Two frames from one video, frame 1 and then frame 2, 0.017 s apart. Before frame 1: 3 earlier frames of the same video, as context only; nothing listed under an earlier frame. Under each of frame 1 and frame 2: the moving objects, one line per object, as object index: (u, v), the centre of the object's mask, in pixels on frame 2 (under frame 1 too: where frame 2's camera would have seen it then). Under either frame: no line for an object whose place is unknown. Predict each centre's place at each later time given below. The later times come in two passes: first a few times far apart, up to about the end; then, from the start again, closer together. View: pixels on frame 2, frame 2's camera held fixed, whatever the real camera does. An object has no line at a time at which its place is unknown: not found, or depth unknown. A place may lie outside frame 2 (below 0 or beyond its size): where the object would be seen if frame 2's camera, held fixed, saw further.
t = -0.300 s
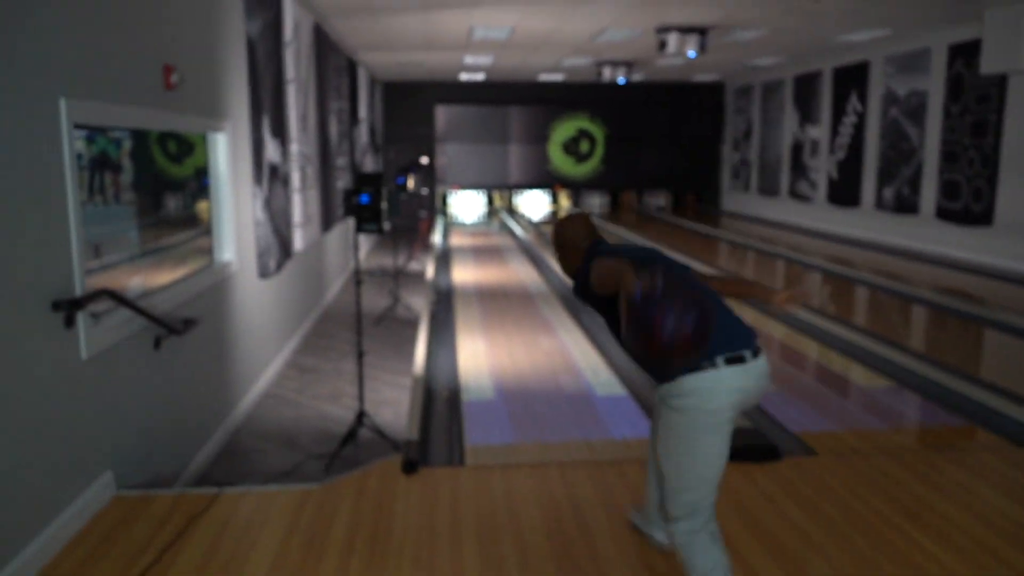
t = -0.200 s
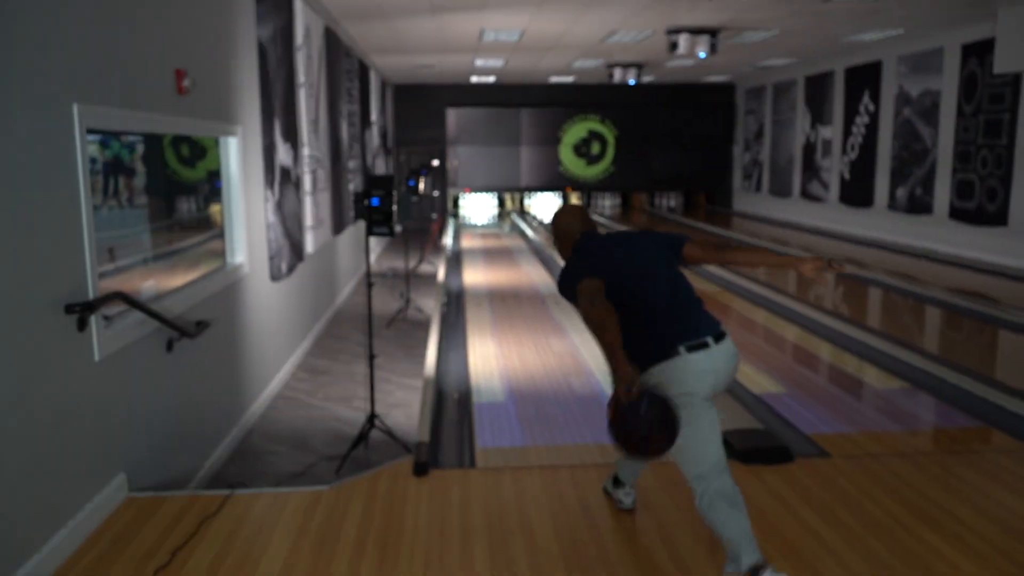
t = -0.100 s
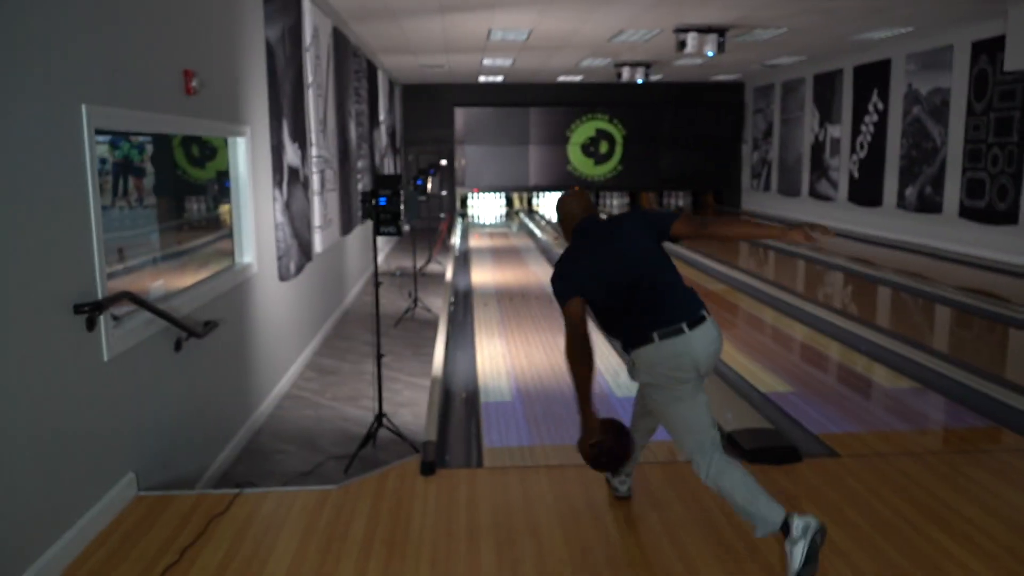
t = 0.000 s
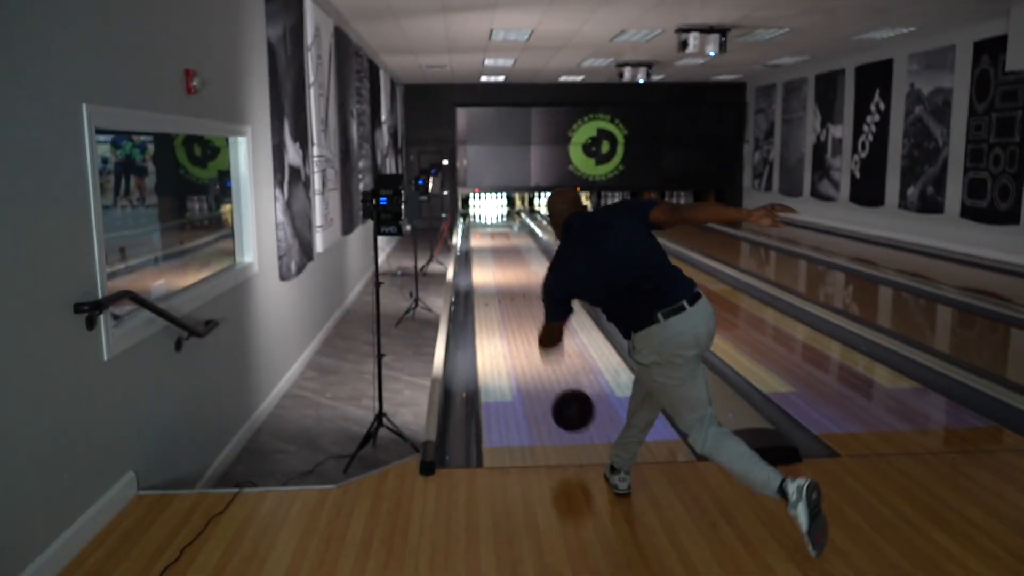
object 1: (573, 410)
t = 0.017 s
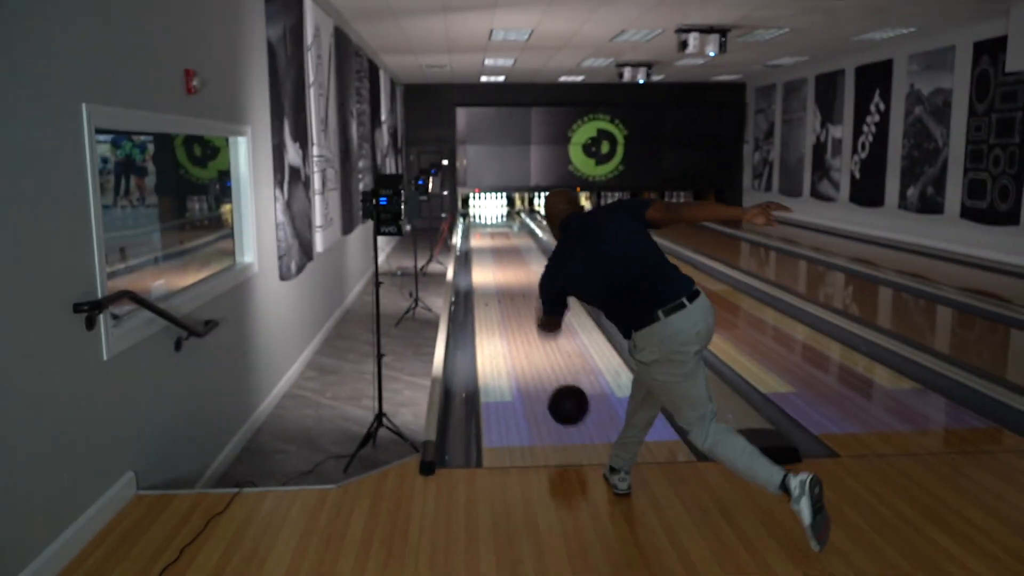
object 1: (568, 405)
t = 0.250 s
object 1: (531, 341)
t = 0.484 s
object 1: (509, 296)
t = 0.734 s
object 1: (499, 267)
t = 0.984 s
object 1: (492, 248)
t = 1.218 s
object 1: (487, 235)
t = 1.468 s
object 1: (484, 225)
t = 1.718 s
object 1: (482, 218)
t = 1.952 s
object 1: (483, 214)
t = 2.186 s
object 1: (487, 208)
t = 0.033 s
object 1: (564, 400)
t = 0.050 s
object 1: (561, 396)
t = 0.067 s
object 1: (557, 393)
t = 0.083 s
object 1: (554, 391)
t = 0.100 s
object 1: (551, 389)
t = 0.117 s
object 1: (548, 382)
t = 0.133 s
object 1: (546, 376)
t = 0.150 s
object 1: (543, 370)
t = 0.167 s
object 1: (541, 365)
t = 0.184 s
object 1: (538, 360)
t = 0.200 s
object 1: (536, 355)
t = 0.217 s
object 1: (534, 350)
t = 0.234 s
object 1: (532, 345)
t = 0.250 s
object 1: (531, 341)
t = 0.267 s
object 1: (529, 337)
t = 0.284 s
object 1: (527, 333)
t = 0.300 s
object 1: (525, 329)
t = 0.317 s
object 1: (524, 326)
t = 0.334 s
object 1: (522, 322)
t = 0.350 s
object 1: (521, 319)
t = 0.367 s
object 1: (519, 316)
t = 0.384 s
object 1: (518, 313)
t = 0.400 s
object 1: (517, 309)
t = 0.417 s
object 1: (516, 307)
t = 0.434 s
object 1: (515, 305)
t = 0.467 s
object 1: (506, 297)
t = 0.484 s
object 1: (509, 296)
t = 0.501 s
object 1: (510, 293)
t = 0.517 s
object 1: (509, 291)
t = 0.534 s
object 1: (508, 289)
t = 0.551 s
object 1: (507, 287)
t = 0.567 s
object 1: (506, 285)
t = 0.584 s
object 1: (506, 283)
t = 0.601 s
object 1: (505, 281)
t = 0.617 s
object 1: (504, 279)
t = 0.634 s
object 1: (503, 277)
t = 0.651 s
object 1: (502, 275)
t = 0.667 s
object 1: (502, 273)
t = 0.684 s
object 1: (501, 272)
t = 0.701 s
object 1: (501, 270)
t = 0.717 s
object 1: (500, 268)
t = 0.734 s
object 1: (499, 267)
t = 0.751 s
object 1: (499, 266)
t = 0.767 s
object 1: (498, 264)
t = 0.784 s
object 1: (498, 263)
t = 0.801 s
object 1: (497, 261)
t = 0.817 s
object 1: (497, 260)
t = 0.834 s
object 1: (496, 259)
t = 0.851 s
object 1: (496, 257)
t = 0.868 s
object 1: (495, 256)
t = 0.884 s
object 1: (495, 255)
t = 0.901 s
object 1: (494, 253)
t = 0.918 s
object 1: (494, 252)
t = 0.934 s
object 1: (493, 251)
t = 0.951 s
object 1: (493, 250)
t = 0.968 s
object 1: (492, 249)
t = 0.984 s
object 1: (492, 248)
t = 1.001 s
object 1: (491, 247)
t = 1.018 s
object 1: (491, 246)
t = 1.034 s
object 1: (491, 245)
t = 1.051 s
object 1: (490, 244)
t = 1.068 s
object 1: (490, 243)
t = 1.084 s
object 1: (490, 242)
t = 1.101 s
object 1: (489, 241)
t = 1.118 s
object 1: (489, 240)
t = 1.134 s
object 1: (488, 239)
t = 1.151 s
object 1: (488, 239)
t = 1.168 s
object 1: (488, 238)
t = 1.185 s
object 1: (488, 237)
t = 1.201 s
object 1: (488, 236)
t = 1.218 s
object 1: (487, 235)
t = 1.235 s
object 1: (487, 234)
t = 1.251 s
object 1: (486, 234)
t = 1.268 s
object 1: (486, 233)
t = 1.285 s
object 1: (486, 232)
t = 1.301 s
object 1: (486, 232)
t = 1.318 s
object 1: (486, 231)
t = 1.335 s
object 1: (485, 230)
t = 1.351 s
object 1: (485, 229)
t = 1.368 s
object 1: (485, 229)
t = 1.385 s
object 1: (485, 228)
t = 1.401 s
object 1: (484, 228)
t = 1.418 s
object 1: (484, 227)
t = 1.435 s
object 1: (484, 226)
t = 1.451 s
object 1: (484, 226)
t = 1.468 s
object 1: (484, 225)
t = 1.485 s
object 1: (483, 225)
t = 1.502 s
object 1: (483, 224)
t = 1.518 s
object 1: (483, 223)
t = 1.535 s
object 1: (484, 222)
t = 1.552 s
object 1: (483, 222)
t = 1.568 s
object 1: (483, 222)
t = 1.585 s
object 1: (483, 221)
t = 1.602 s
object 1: (483, 221)
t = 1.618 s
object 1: (483, 220)
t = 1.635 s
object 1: (482, 220)
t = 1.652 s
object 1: (482, 219)
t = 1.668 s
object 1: (482, 219)
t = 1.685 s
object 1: (483, 219)
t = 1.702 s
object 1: (482, 218)
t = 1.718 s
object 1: (482, 218)
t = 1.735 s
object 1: (482, 217)
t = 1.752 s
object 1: (483, 217)
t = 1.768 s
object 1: (483, 216)
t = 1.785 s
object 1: (483, 216)
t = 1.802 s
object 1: (483, 216)
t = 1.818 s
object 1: (483, 216)
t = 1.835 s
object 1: (483, 215)
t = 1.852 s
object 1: (483, 215)
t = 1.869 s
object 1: (483, 215)
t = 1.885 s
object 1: (483, 215)
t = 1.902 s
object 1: (483, 215)
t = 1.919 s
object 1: (483, 214)
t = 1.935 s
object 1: (483, 214)
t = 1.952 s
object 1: (483, 214)
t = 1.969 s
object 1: (483, 213)
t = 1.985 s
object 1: (483, 213)
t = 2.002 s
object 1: (483, 212)
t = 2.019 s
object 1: (484, 212)
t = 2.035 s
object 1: (484, 211)
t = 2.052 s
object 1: (484, 210)
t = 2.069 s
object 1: (485, 209)
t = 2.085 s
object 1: (485, 209)
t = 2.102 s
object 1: (485, 208)
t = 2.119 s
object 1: (485, 209)
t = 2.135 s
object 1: (486, 208)
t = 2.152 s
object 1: (486, 208)
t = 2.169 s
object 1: (486, 208)
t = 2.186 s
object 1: (487, 208)
